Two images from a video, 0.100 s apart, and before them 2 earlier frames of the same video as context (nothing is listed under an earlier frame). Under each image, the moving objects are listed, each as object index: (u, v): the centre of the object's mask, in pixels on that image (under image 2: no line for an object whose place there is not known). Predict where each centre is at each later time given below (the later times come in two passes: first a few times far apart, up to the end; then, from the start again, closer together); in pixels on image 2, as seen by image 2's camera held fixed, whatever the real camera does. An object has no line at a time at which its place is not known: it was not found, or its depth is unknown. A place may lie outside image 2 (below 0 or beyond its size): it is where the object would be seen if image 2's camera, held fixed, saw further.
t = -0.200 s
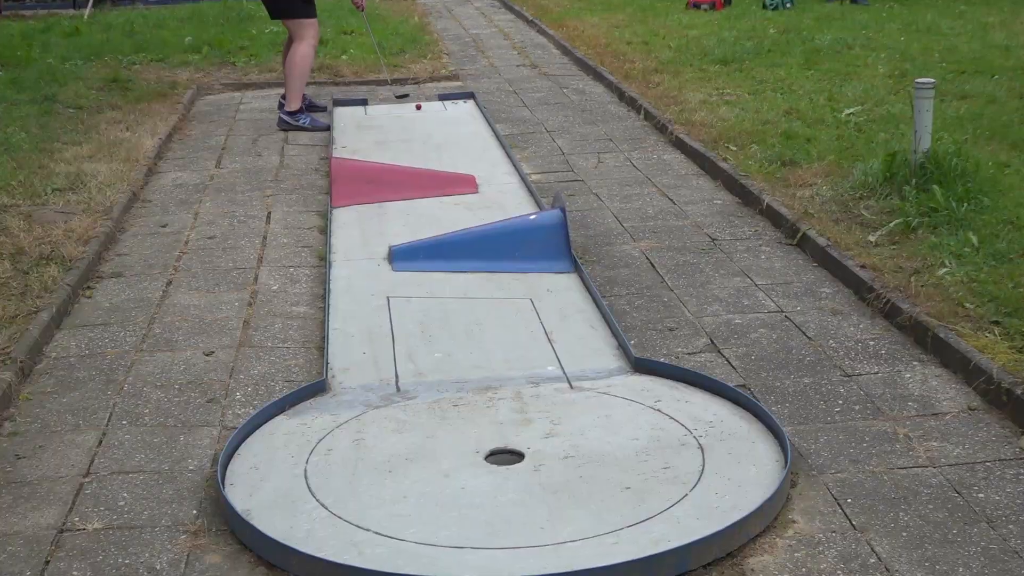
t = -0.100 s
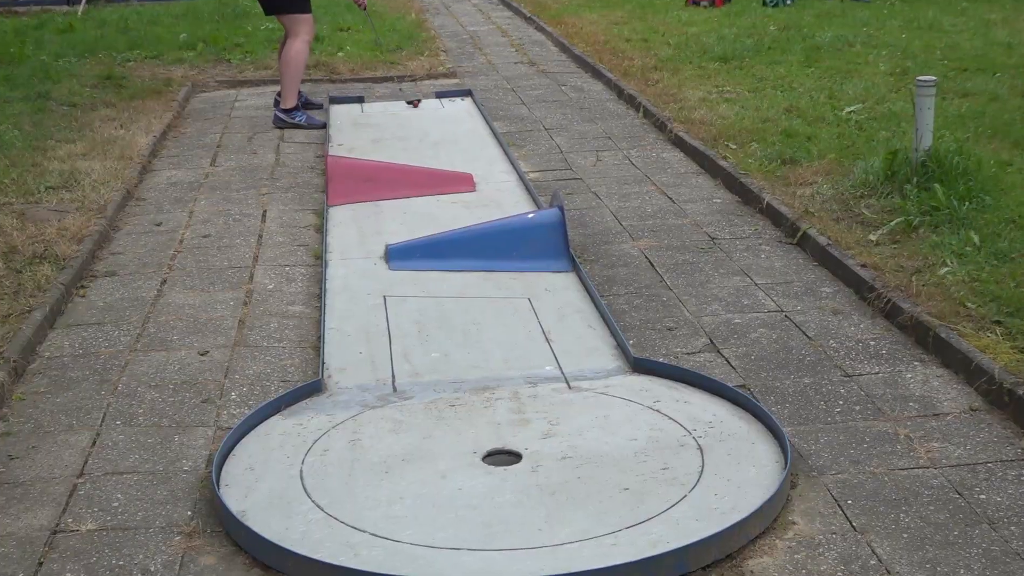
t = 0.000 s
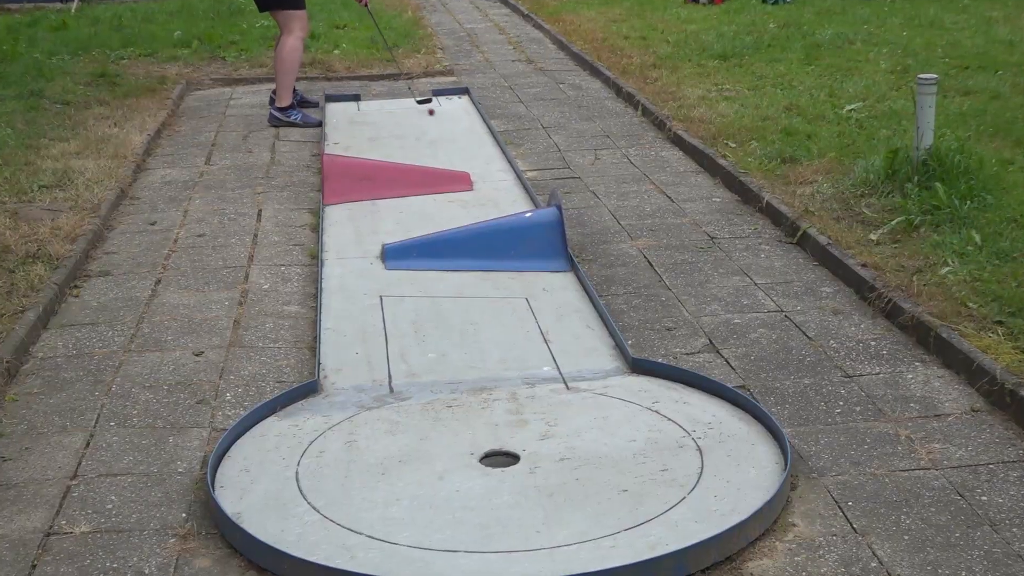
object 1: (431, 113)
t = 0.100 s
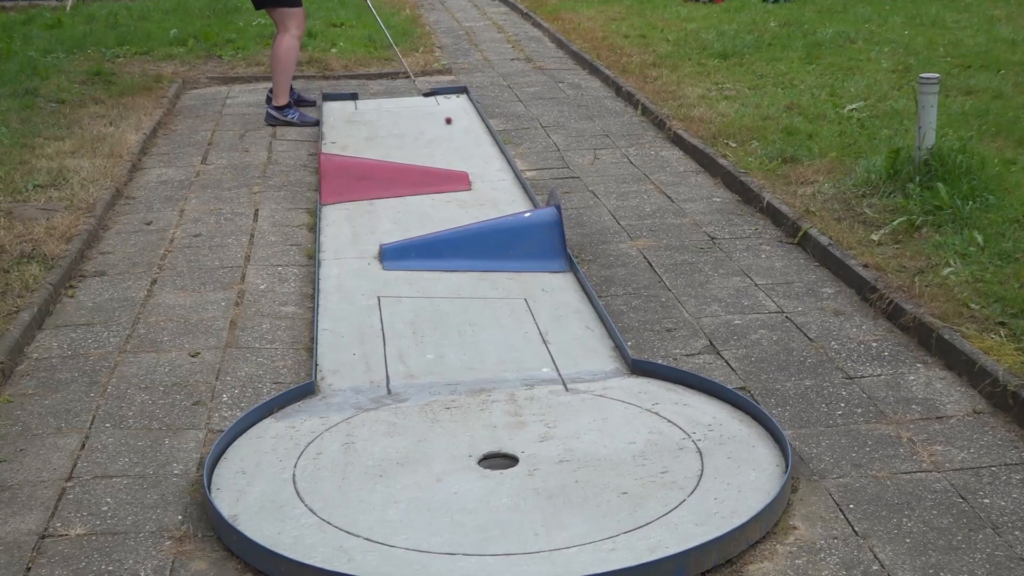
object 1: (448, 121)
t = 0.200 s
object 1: (466, 131)
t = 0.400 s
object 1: (497, 152)
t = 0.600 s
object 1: (505, 175)
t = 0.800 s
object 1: (515, 202)
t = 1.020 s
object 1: (520, 211)
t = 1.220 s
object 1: (509, 219)
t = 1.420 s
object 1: (499, 284)
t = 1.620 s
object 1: (491, 326)
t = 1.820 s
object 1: (484, 365)
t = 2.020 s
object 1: (476, 410)
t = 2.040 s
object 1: (475, 415)
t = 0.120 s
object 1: (451, 123)
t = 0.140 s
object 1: (455, 125)
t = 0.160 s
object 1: (459, 127)
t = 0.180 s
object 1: (463, 129)
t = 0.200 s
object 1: (466, 131)
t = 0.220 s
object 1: (470, 133)
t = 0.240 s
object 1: (474, 135)
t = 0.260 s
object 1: (478, 137)
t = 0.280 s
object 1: (482, 139)
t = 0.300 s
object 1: (485, 141)
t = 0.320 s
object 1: (490, 143)
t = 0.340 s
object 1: (494, 145)
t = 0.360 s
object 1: (497, 148)
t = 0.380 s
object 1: (497, 150)
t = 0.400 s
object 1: (497, 152)
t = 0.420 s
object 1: (498, 154)
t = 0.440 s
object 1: (498, 156)
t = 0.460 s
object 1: (499, 159)
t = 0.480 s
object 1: (500, 161)
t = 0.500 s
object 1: (501, 163)
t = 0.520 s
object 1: (502, 165)
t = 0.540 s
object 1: (502, 168)
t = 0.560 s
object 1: (504, 171)
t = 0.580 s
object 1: (504, 173)
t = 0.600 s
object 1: (505, 175)
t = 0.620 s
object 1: (506, 178)
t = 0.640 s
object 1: (507, 180)
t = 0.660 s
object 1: (508, 183)
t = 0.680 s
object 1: (509, 185)
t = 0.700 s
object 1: (510, 188)
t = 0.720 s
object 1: (511, 191)
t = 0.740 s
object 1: (512, 194)
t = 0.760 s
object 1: (513, 197)
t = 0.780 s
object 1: (514, 200)
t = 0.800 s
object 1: (515, 202)
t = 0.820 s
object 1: (516, 205)
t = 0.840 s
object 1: (517, 208)
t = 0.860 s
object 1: (518, 210)
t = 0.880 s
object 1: (519, 211)
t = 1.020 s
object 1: (520, 211)
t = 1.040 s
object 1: (520, 208)
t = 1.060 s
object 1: (519, 207)
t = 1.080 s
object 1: (517, 204)
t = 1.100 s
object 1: (516, 203)
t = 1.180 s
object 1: (511, 209)
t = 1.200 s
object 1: (510, 213)
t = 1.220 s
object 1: (509, 219)
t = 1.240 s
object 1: (508, 225)
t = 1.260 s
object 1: (506, 232)
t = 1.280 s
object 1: (505, 241)
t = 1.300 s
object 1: (504, 251)
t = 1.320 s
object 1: (503, 262)
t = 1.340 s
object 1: (501, 277)
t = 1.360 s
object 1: (501, 280)
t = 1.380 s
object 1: (500, 280)
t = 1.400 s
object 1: (499, 282)
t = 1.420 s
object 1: (499, 284)
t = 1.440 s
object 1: (498, 288)
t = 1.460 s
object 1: (497, 293)
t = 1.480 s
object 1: (496, 300)
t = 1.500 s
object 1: (496, 304)
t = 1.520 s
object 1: (495, 307)
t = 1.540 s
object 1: (494, 311)
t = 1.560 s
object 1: (493, 315)
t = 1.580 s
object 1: (493, 318)
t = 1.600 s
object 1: (492, 322)
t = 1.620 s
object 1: (491, 326)
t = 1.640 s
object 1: (491, 329)
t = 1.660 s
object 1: (490, 333)
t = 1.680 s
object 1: (489, 337)
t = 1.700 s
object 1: (489, 341)
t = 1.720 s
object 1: (488, 345)
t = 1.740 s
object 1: (487, 349)
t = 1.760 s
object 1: (487, 353)
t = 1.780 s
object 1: (486, 357)
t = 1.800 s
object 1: (485, 361)
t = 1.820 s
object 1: (484, 365)
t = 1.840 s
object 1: (484, 369)
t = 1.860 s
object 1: (483, 374)
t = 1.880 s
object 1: (482, 378)
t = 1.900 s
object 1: (481, 383)
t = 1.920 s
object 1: (480, 387)
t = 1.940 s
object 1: (480, 392)
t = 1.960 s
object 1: (479, 396)
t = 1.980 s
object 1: (478, 401)
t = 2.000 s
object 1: (477, 406)
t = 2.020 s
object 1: (476, 410)
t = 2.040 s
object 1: (475, 415)
